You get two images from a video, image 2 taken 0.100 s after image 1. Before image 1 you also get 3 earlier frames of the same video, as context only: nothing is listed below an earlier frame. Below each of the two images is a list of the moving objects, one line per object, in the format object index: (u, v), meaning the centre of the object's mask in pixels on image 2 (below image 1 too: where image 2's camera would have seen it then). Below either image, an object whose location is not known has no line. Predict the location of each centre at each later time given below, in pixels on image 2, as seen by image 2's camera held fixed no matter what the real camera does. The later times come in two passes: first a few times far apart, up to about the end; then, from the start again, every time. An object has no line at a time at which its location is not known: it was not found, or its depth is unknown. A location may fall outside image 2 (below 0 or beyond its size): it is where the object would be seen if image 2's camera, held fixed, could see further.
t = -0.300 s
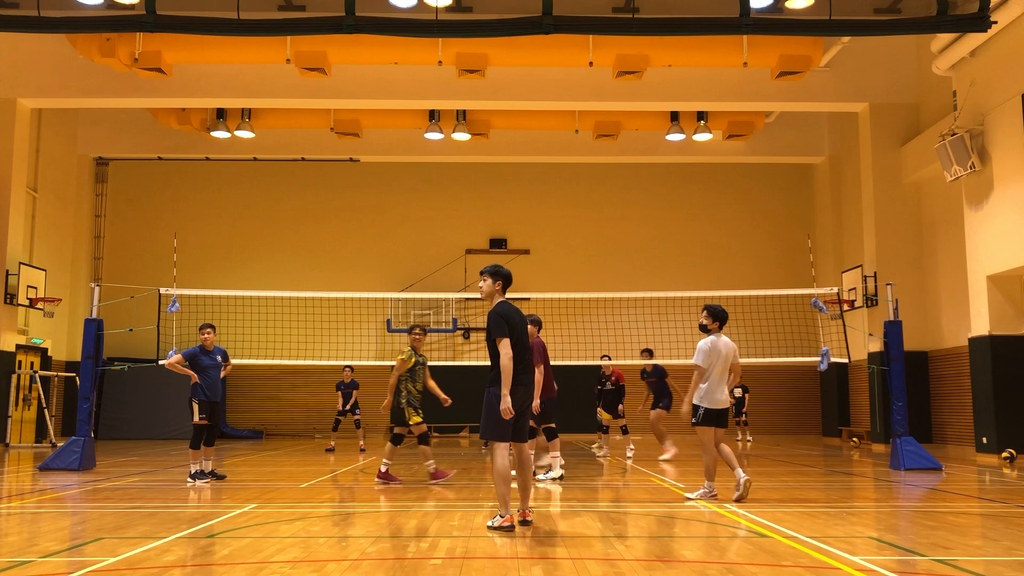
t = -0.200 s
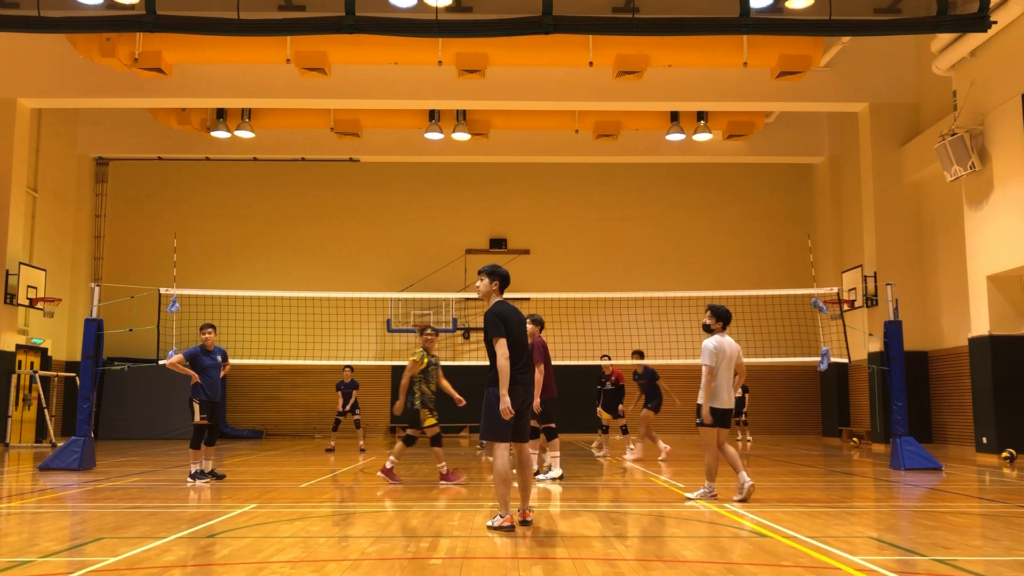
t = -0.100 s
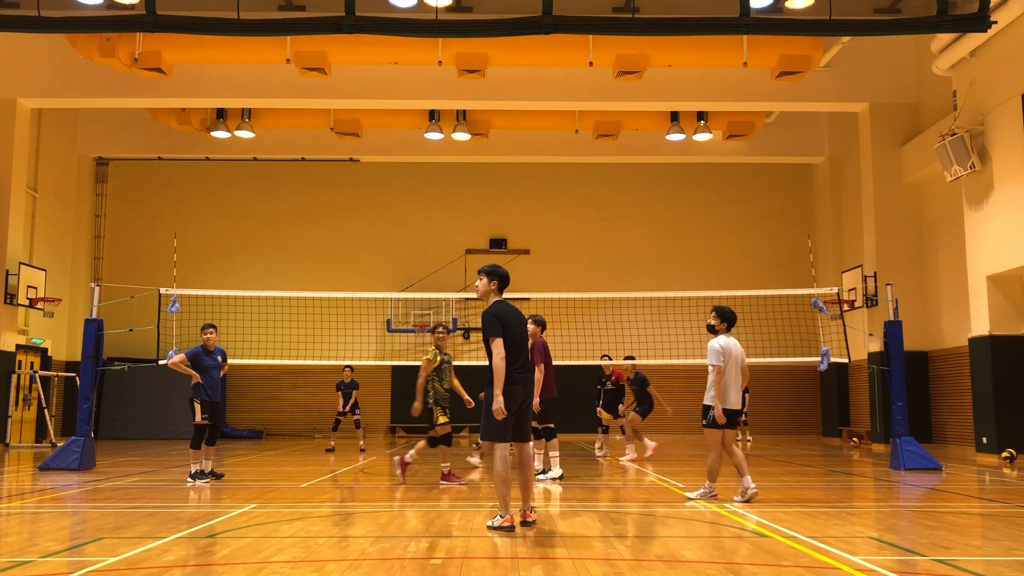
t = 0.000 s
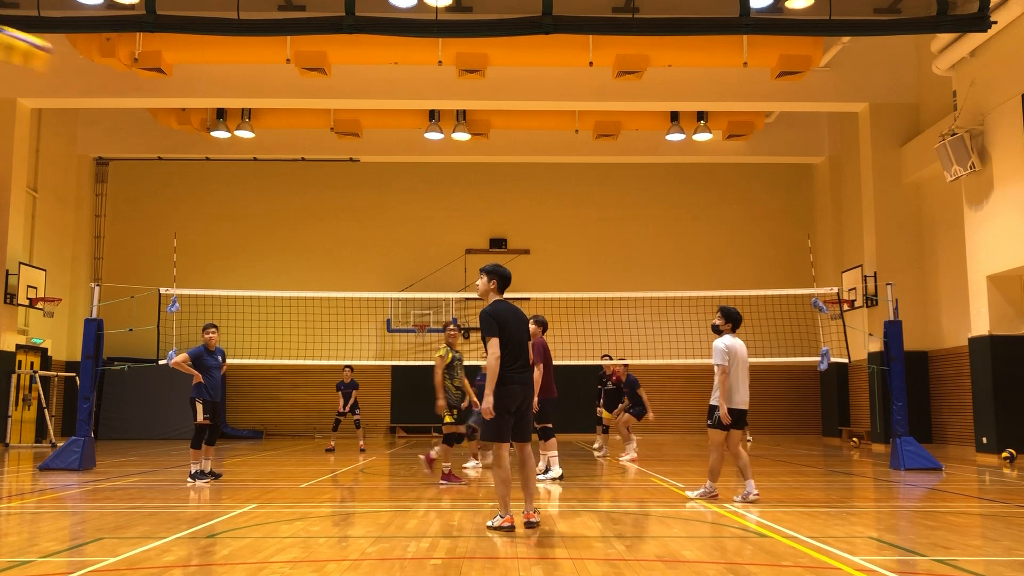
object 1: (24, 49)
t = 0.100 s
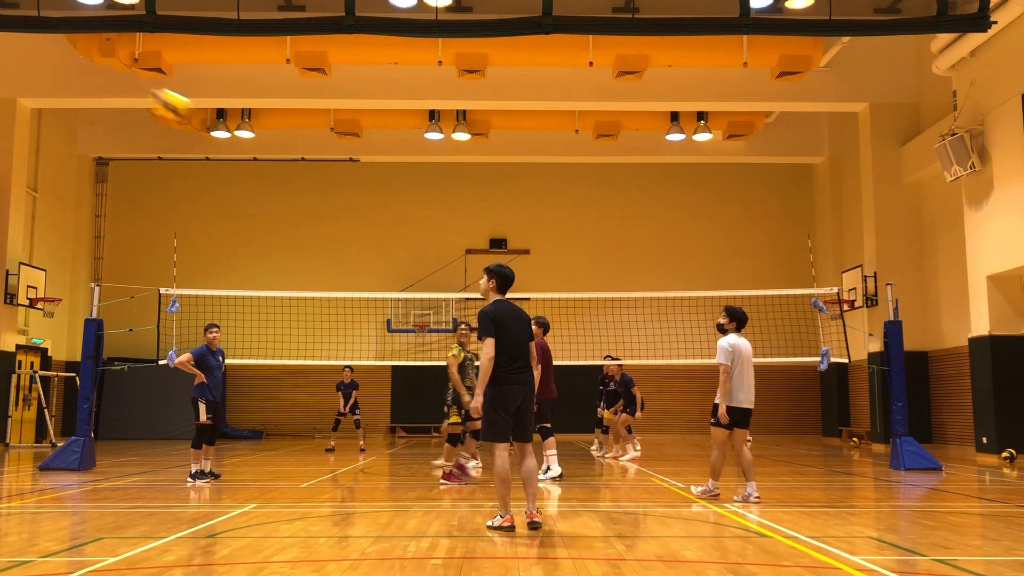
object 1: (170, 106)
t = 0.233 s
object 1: (295, 168)
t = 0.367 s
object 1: (375, 224)
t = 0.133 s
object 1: (209, 119)
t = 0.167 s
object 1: (241, 138)
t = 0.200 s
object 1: (267, 153)
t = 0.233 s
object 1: (295, 168)
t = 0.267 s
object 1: (317, 182)
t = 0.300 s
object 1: (339, 197)
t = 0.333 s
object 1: (358, 211)
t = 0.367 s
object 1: (375, 224)
